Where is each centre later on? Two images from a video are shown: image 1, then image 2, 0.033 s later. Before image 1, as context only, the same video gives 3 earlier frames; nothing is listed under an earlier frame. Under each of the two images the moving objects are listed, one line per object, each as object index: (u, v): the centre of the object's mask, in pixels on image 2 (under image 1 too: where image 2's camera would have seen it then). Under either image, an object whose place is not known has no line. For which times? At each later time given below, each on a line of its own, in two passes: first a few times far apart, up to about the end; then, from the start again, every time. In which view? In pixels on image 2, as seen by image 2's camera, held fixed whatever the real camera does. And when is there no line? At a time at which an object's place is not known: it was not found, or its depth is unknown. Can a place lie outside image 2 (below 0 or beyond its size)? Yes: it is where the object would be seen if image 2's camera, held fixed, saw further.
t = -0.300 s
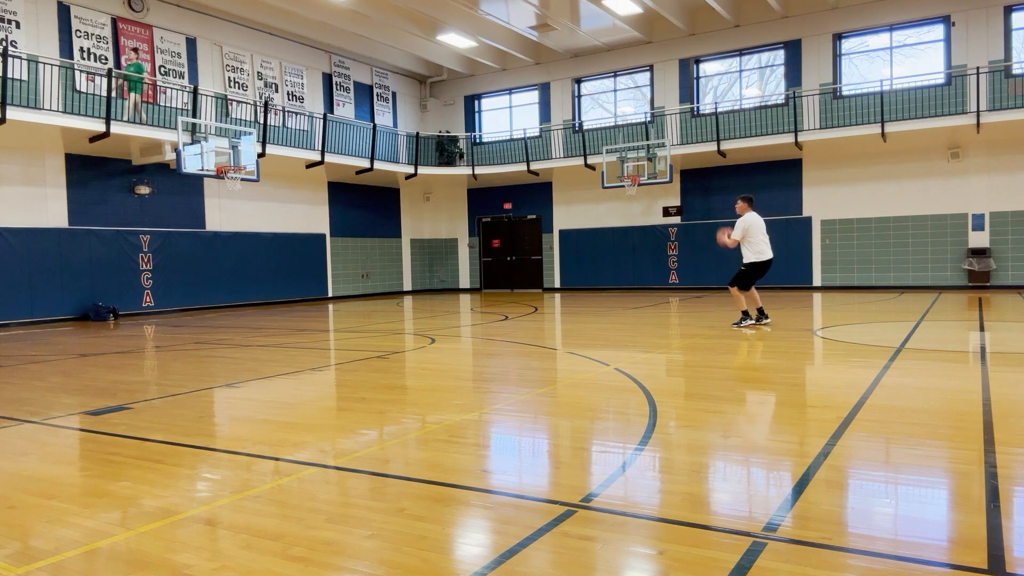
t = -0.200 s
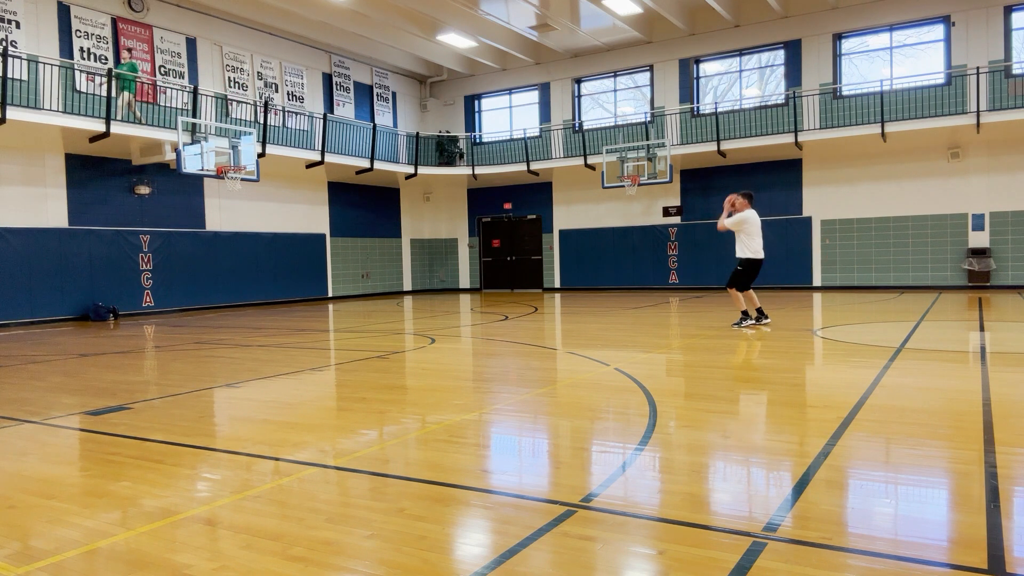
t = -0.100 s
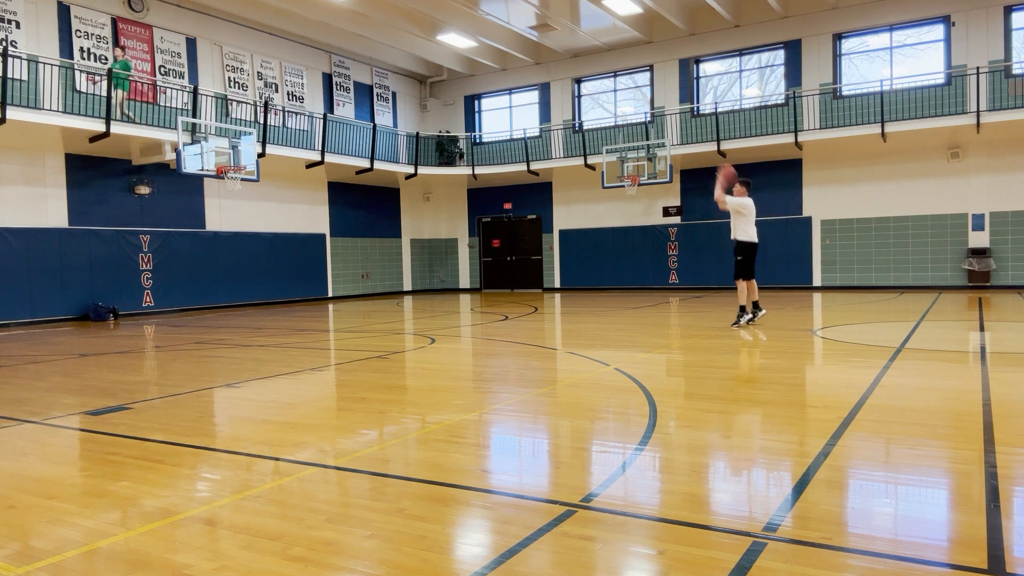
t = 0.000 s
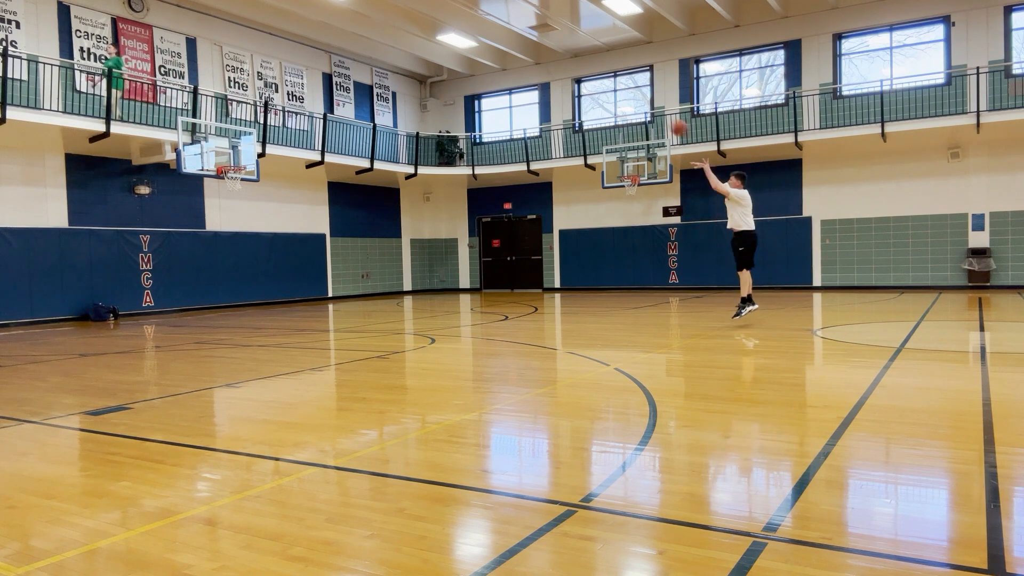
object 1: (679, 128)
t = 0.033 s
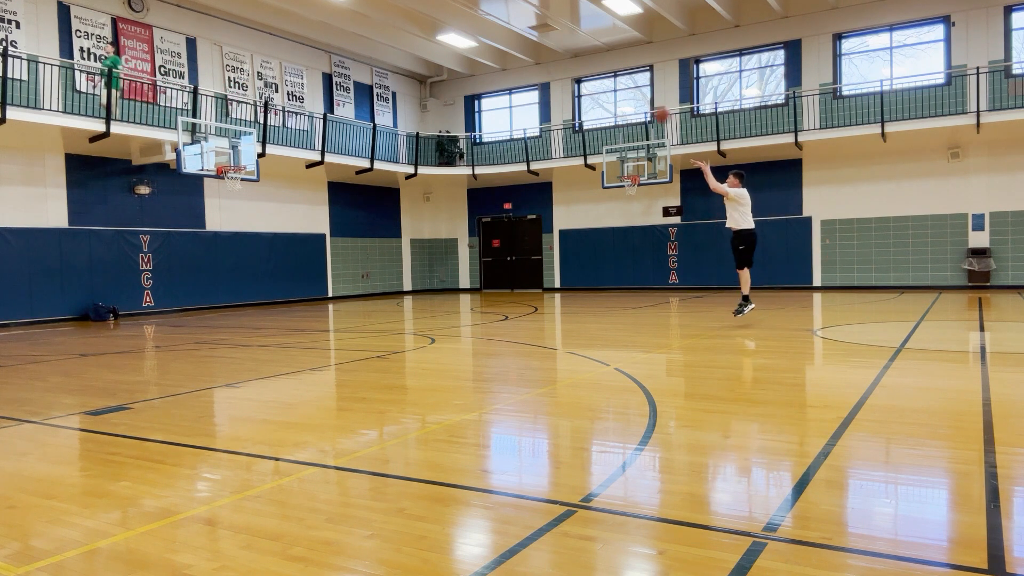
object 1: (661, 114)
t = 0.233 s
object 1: (570, 55)
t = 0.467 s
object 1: (478, 25)
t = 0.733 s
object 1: (388, 30)
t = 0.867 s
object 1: (348, 47)
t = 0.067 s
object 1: (648, 103)
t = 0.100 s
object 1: (630, 91)
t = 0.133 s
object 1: (613, 79)
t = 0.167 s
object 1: (599, 70)
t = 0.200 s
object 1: (583, 62)
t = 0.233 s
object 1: (570, 55)
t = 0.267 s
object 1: (555, 49)
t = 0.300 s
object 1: (542, 43)
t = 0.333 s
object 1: (528, 38)
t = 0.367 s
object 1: (515, 34)
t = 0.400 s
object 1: (502, 30)
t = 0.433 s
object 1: (489, 27)
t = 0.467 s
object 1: (478, 25)
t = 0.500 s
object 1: (466, 23)
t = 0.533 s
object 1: (454, 23)
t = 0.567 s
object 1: (442, 23)
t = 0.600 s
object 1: (431, 23)
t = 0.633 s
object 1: (420, 24)
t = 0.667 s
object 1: (409, 26)
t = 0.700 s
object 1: (398, 28)
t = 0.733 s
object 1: (388, 30)
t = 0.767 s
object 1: (378, 34)
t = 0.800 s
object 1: (368, 38)
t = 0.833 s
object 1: (358, 42)
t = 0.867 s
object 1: (348, 47)
